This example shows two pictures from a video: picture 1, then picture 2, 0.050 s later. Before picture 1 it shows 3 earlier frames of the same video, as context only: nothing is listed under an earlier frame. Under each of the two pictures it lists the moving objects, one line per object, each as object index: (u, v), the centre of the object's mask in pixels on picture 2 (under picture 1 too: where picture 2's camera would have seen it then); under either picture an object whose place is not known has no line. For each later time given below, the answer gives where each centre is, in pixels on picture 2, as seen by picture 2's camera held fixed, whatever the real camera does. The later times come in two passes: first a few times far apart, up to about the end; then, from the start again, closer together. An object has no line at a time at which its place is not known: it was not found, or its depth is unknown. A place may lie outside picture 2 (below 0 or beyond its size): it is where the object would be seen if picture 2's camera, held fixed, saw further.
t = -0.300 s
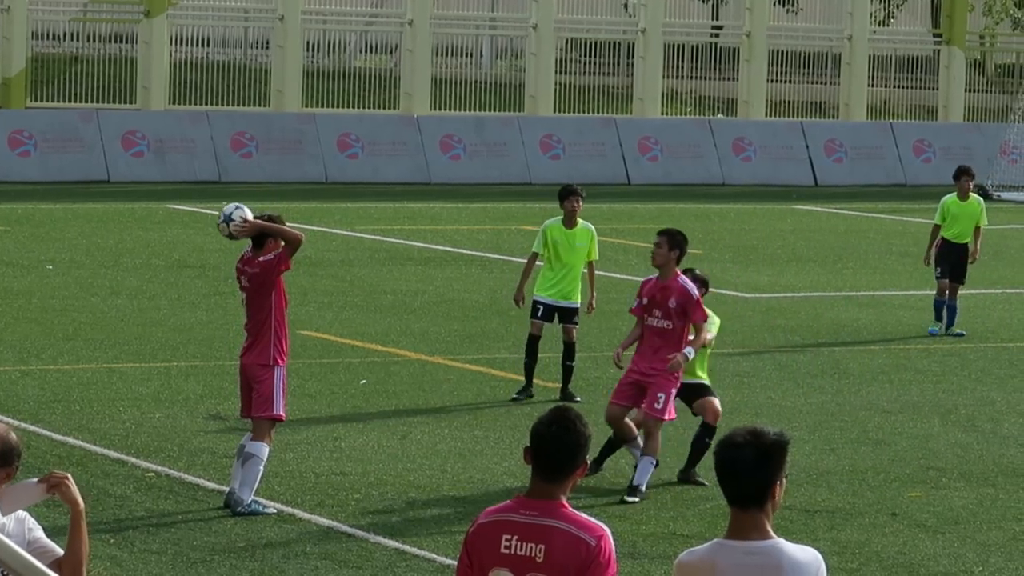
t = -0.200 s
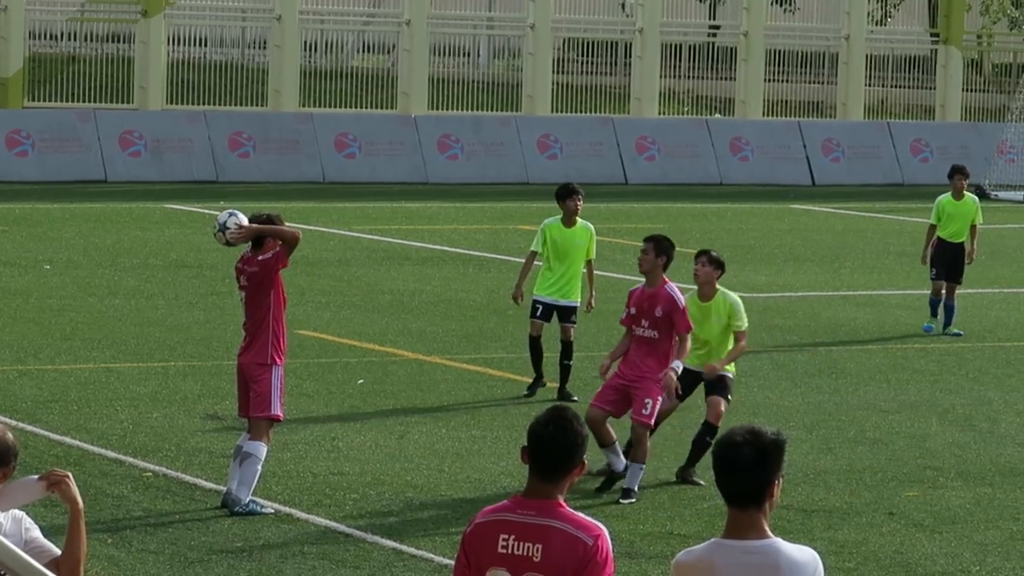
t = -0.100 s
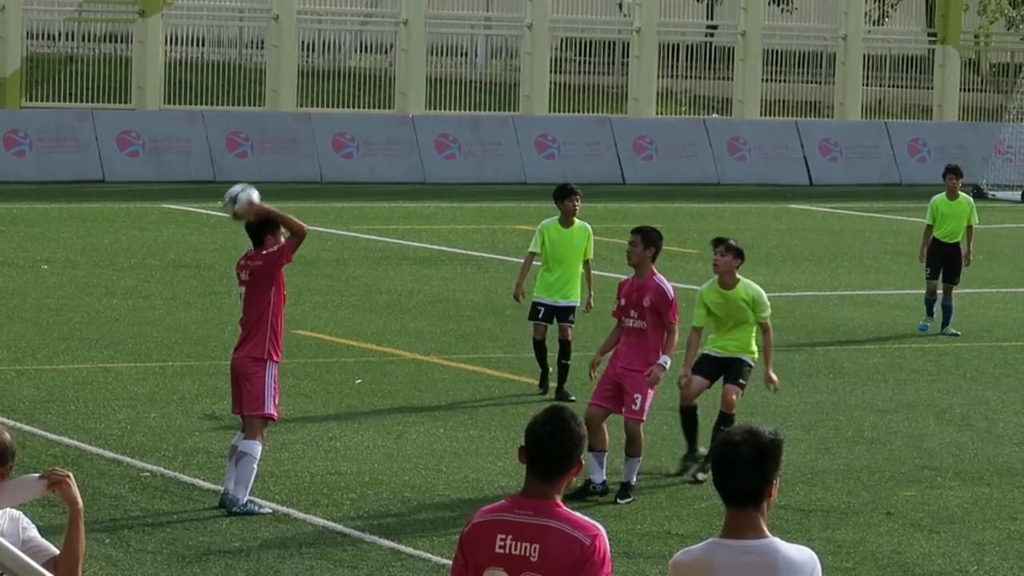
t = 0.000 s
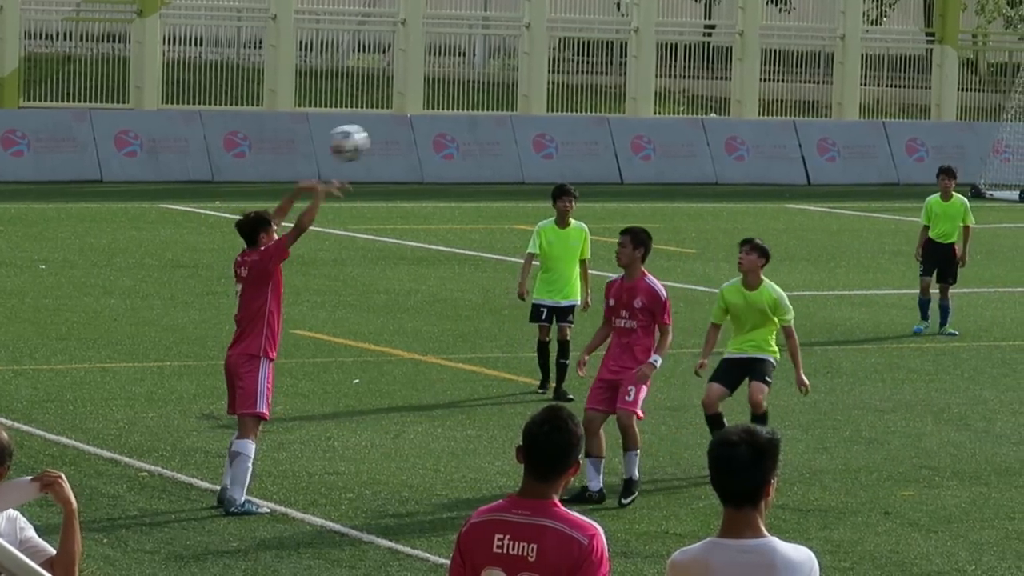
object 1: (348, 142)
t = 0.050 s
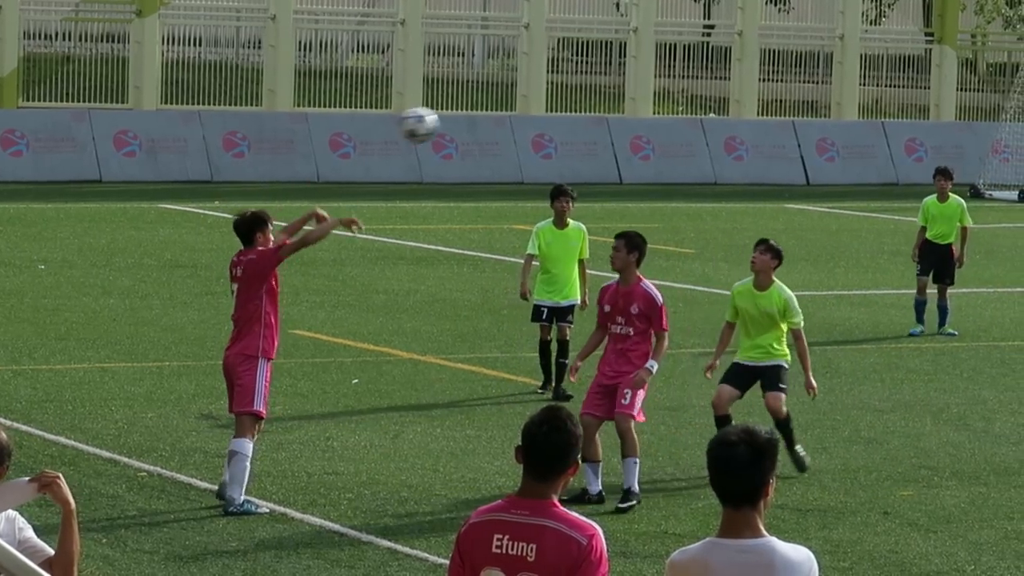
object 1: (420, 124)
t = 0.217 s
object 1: (645, 96)
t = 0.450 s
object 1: (934, 129)
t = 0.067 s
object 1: (442, 119)
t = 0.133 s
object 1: (534, 104)
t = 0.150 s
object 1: (557, 102)
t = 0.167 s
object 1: (579, 100)
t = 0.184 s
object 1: (602, 98)
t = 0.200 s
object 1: (623, 97)
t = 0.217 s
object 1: (645, 96)
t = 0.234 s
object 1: (667, 96)
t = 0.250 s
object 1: (688, 96)
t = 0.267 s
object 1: (709, 96)
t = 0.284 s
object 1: (730, 98)
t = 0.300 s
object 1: (751, 99)
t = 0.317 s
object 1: (772, 101)
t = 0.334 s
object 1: (791, 103)
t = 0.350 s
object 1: (812, 106)
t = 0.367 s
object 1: (832, 109)
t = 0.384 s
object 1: (853, 112)
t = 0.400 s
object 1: (873, 116)
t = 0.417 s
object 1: (893, 120)
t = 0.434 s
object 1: (914, 124)
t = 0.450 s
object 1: (934, 129)
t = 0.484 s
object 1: (974, 140)
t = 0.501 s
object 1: (994, 147)
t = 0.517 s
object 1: (1013, 153)
